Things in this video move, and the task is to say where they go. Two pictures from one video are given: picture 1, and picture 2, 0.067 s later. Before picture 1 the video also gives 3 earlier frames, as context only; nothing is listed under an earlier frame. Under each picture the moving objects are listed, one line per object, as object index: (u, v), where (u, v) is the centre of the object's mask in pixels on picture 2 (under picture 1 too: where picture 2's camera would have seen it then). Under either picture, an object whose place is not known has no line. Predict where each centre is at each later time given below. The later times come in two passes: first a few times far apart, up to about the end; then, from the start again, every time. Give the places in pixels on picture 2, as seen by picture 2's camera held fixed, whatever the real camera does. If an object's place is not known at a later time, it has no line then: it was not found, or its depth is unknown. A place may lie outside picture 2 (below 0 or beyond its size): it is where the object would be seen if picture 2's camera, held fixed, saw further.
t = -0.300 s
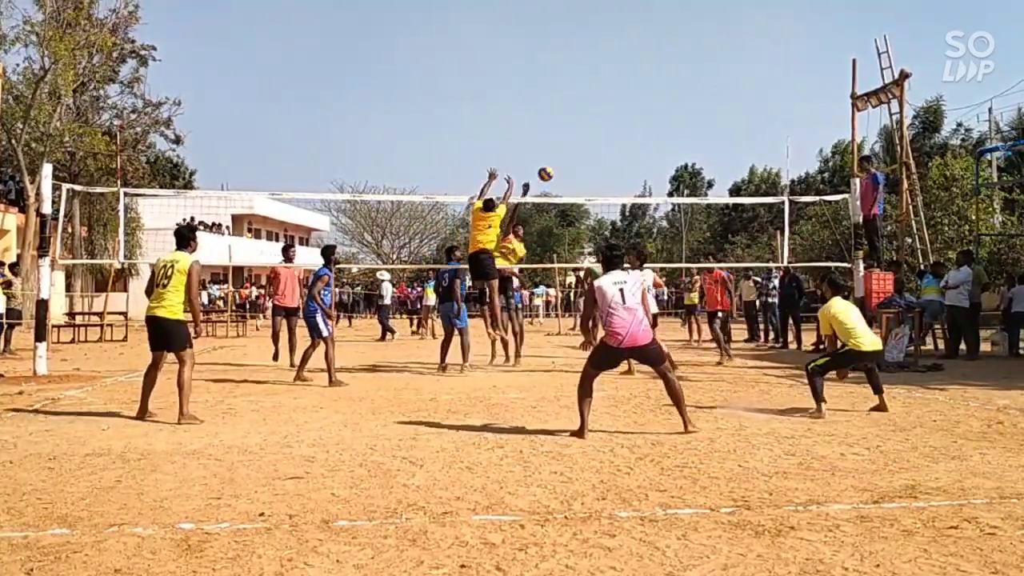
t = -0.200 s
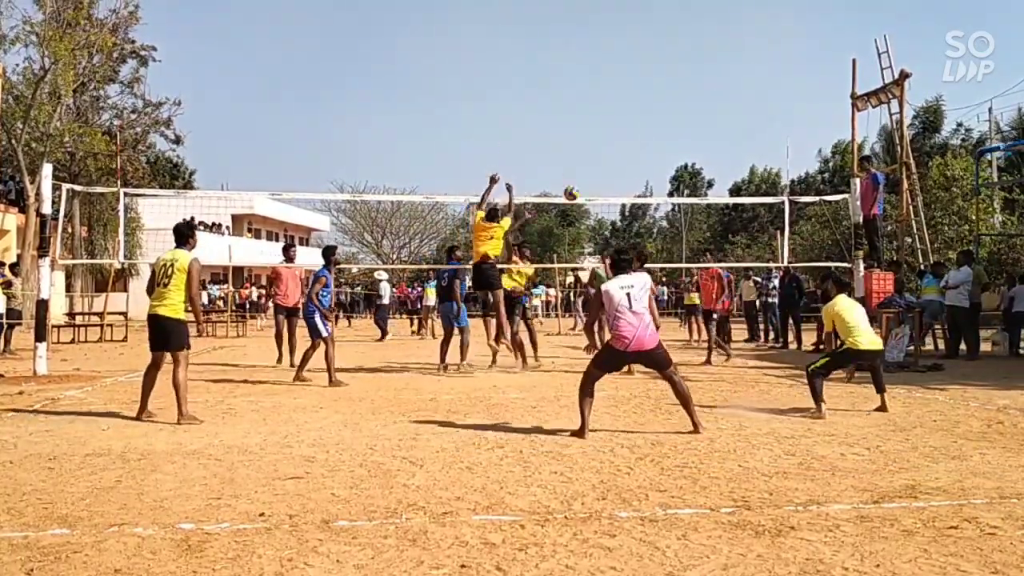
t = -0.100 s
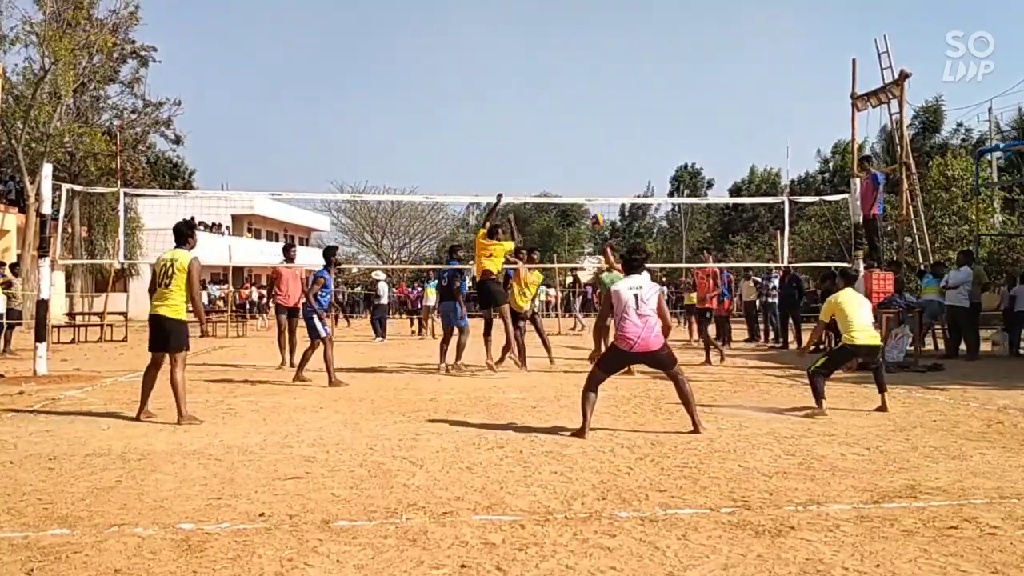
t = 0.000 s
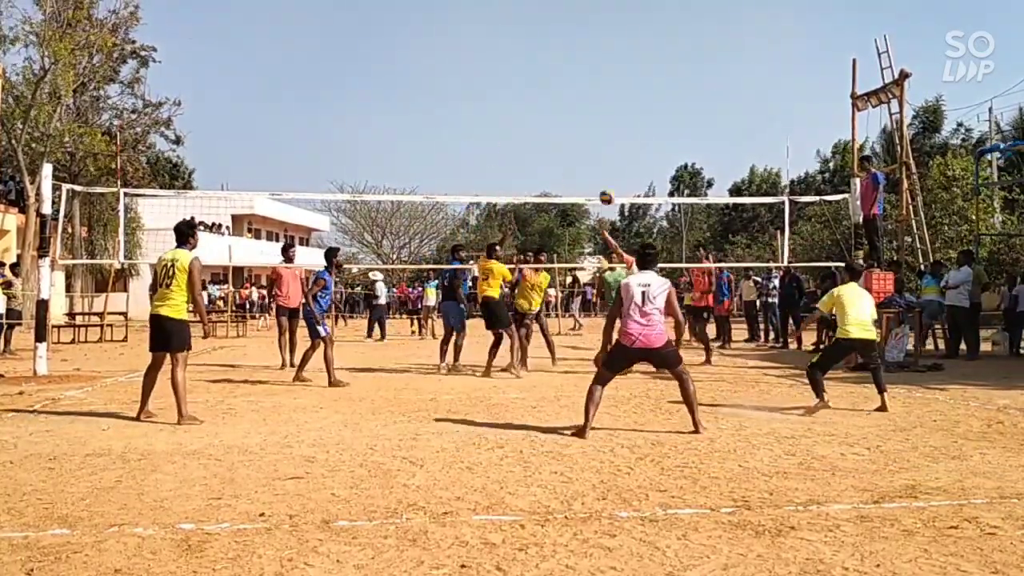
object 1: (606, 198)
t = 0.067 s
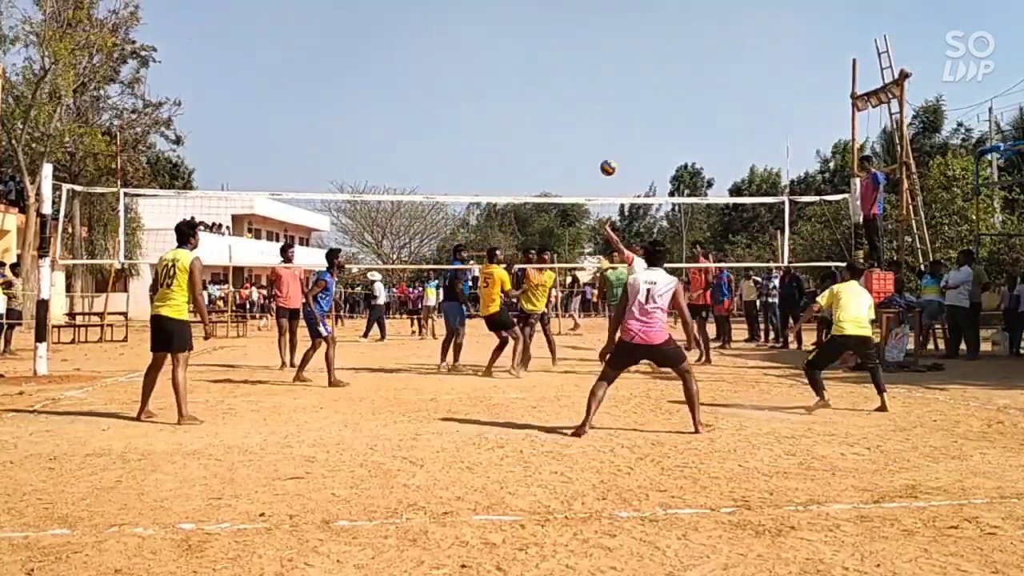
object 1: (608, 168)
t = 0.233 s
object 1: (612, 106)
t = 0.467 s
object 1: (618, 53)
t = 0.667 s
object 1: (624, 38)
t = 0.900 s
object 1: (633, 65)
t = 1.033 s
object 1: (639, 102)
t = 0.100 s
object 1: (608, 154)
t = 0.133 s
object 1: (609, 141)
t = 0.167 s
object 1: (610, 129)
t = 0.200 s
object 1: (611, 117)
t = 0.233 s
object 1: (612, 106)
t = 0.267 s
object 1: (613, 96)
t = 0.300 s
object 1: (613, 87)
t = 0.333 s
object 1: (614, 78)
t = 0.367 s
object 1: (615, 71)
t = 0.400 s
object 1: (616, 64)
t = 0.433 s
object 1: (617, 58)
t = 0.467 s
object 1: (618, 53)
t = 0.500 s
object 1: (618, 48)
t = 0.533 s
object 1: (620, 44)
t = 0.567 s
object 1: (621, 42)
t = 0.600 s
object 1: (622, 39)
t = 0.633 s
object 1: (623, 39)
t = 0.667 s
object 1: (624, 38)
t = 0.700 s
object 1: (625, 39)
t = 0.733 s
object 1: (627, 41)
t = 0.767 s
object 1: (628, 44)
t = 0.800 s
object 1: (629, 48)
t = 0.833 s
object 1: (630, 52)
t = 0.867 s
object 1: (632, 58)
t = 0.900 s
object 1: (633, 65)
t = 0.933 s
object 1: (635, 73)
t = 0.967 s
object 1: (636, 82)
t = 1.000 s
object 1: (638, 91)
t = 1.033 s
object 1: (639, 102)
